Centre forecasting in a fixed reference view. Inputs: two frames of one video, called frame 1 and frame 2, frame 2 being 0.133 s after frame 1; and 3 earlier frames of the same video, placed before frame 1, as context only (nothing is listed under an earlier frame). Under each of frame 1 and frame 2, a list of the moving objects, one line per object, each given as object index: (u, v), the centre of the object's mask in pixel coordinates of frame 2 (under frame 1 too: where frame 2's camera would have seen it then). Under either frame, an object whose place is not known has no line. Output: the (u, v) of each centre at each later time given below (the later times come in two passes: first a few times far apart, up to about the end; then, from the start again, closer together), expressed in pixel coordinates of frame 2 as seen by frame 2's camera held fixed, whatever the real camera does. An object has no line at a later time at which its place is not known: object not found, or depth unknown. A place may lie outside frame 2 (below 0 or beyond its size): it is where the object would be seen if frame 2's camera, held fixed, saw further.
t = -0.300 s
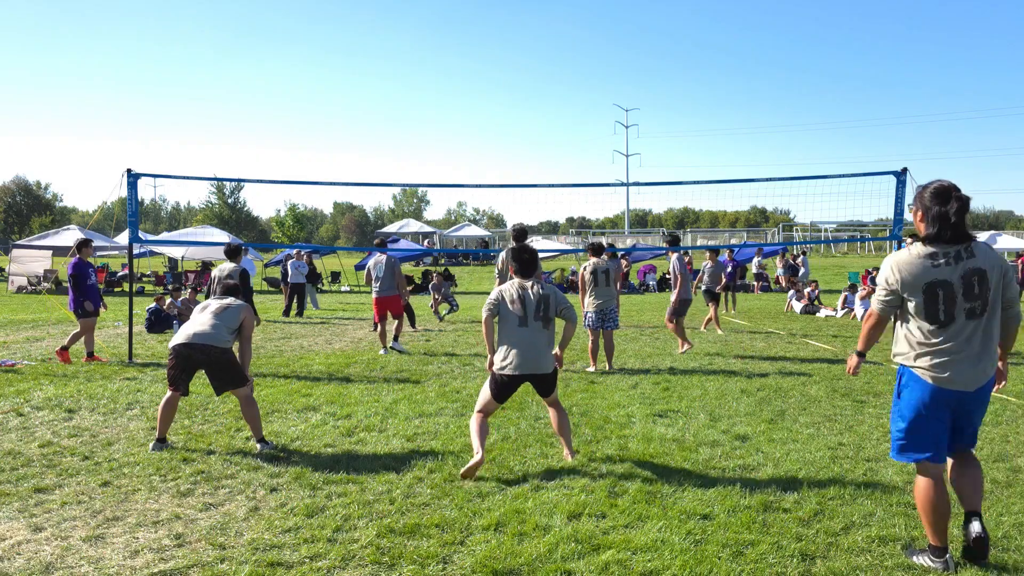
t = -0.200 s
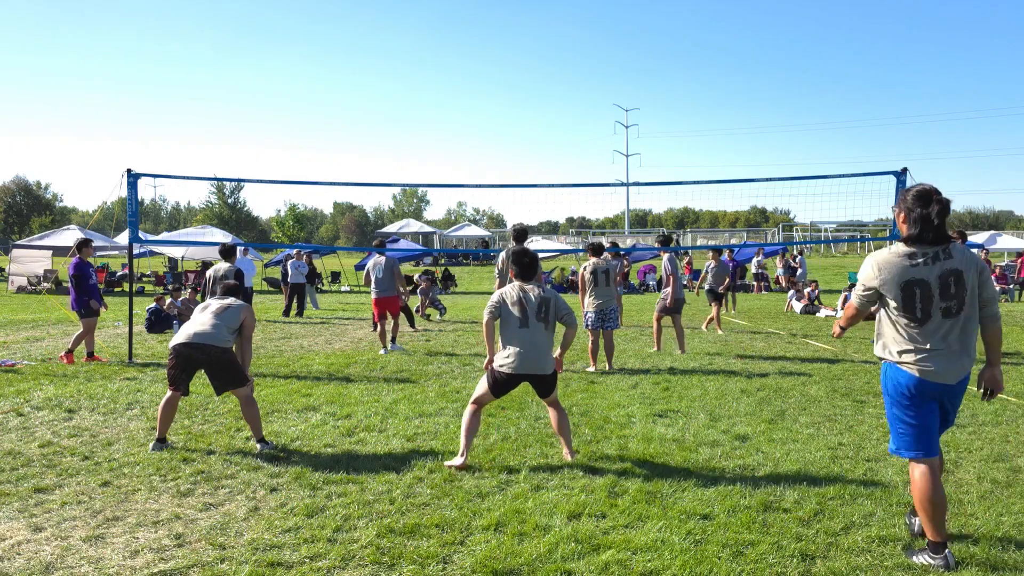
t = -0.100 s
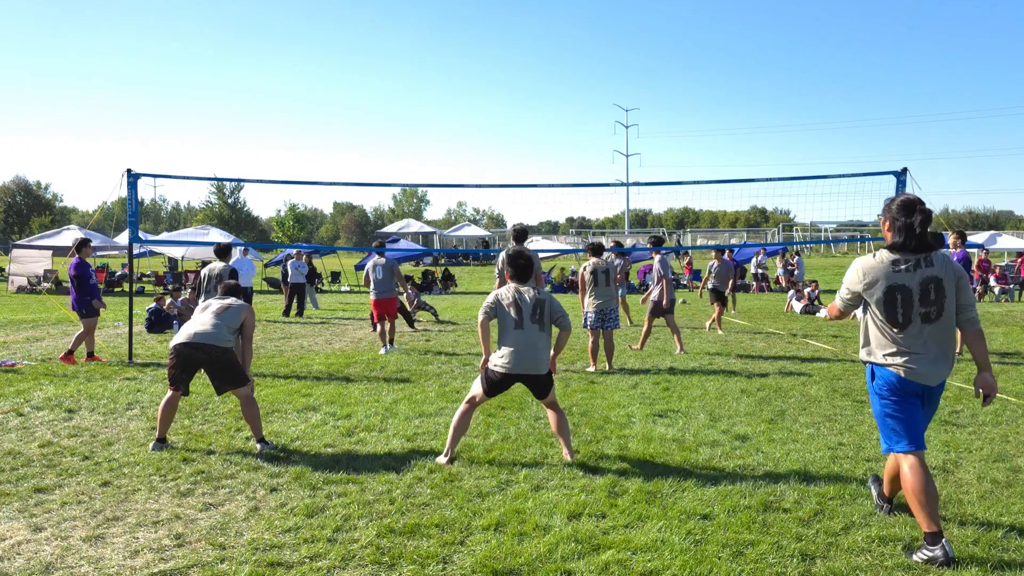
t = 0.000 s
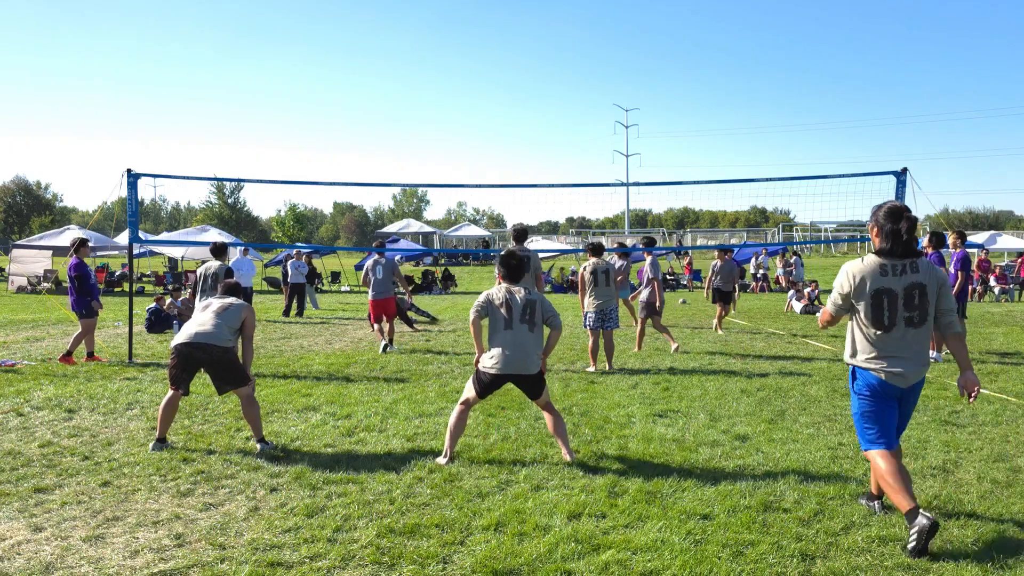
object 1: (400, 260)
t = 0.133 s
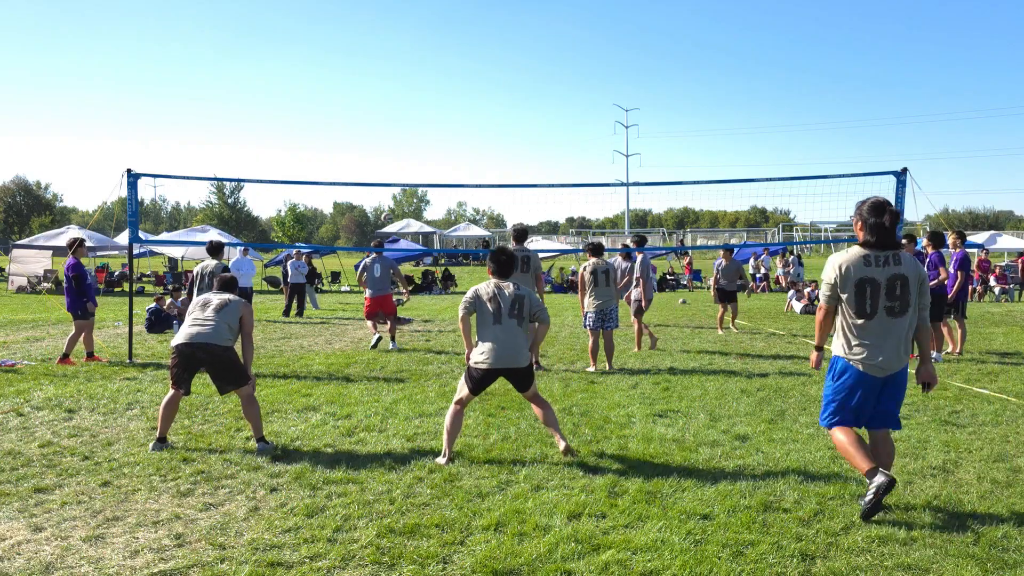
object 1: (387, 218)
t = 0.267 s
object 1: (374, 182)
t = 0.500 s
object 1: (349, 139)
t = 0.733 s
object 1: (324, 121)
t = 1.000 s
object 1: (294, 137)
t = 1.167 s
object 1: (275, 168)
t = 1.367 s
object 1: (251, 229)
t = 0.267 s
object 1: (374, 182)
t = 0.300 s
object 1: (370, 175)
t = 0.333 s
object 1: (367, 168)
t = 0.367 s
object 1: (363, 161)
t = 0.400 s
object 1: (360, 155)
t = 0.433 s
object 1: (356, 149)
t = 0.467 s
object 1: (353, 144)
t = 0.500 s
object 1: (349, 139)
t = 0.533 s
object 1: (345, 135)
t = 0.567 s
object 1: (342, 131)
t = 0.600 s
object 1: (338, 128)
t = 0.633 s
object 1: (335, 125)
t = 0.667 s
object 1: (331, 123)
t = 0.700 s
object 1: (328, 122)
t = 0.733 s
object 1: (324, 121)
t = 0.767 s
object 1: (320, 121)
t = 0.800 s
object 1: (317, 121)
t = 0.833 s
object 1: (313, 122)
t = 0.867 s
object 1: (309, 124)
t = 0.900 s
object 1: (306, 126)
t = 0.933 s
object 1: (302, 129)
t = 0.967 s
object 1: (298, 132)
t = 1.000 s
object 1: (294, 137)
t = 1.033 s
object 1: (291, 142)
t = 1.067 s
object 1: (287, 147)
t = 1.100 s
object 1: (283, 154)
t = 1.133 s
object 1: (279, 161)
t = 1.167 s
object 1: (275, 168)
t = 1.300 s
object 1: (260, 207)
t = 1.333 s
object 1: (256, 217)
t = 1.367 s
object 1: (251, 229)
